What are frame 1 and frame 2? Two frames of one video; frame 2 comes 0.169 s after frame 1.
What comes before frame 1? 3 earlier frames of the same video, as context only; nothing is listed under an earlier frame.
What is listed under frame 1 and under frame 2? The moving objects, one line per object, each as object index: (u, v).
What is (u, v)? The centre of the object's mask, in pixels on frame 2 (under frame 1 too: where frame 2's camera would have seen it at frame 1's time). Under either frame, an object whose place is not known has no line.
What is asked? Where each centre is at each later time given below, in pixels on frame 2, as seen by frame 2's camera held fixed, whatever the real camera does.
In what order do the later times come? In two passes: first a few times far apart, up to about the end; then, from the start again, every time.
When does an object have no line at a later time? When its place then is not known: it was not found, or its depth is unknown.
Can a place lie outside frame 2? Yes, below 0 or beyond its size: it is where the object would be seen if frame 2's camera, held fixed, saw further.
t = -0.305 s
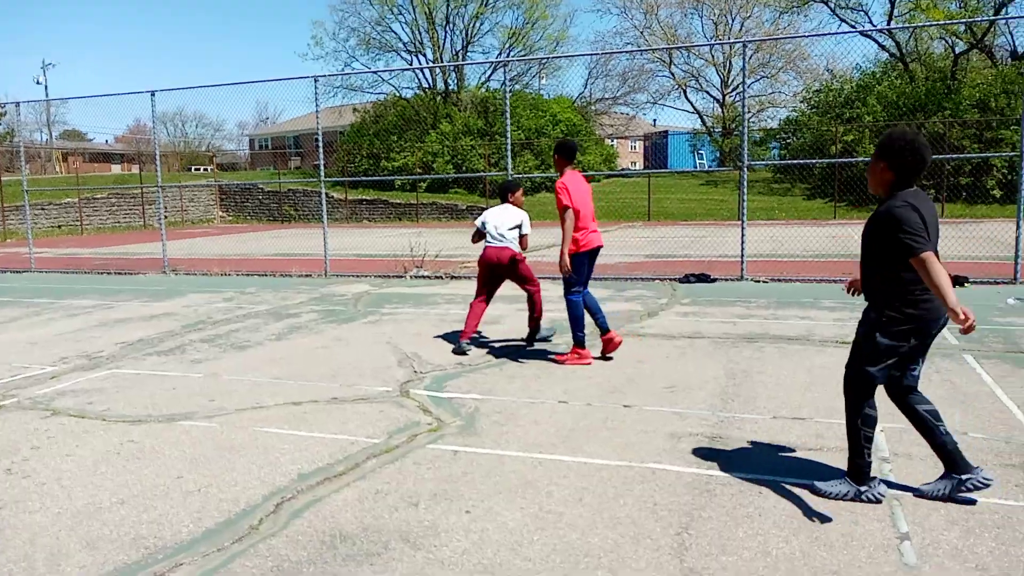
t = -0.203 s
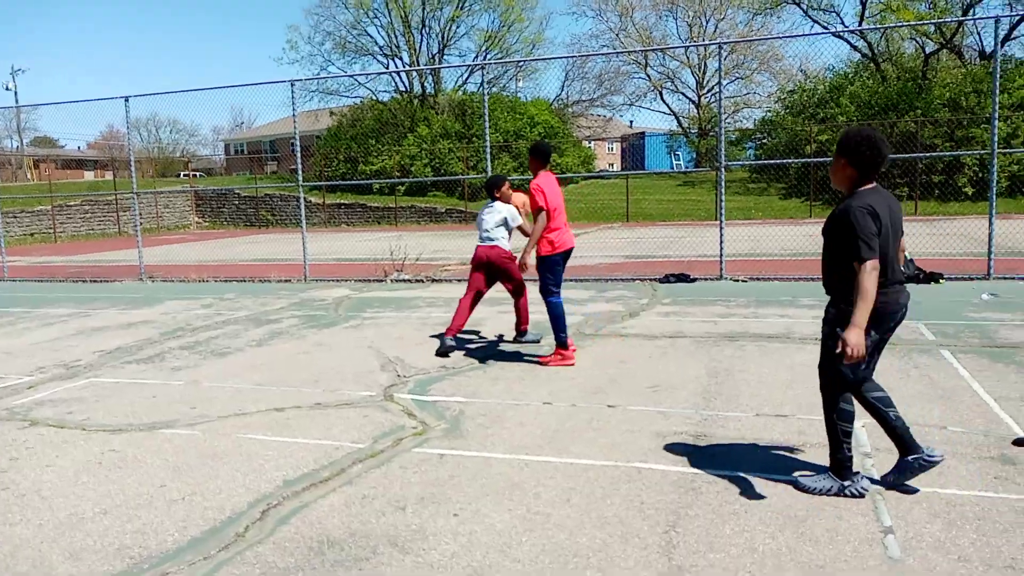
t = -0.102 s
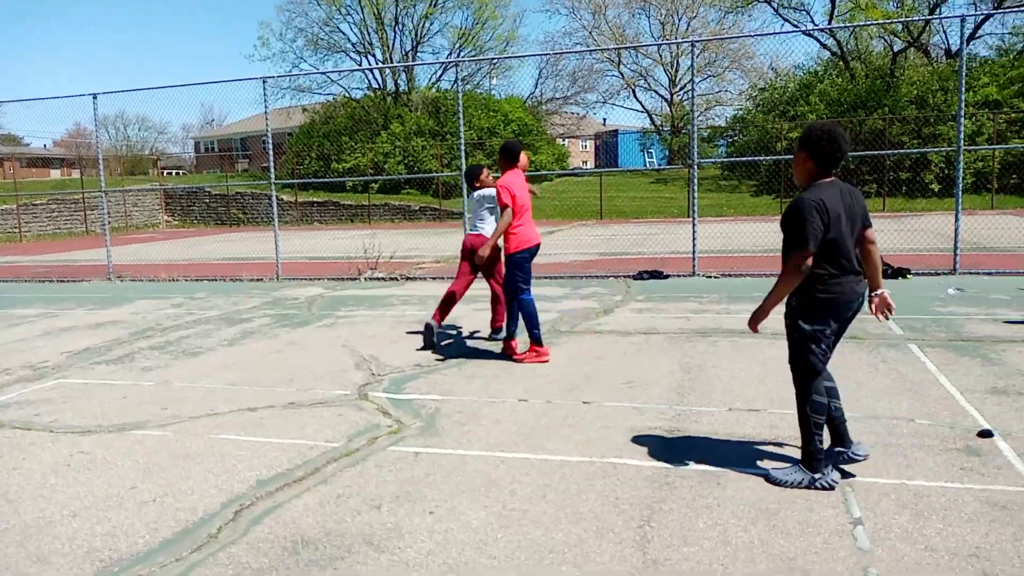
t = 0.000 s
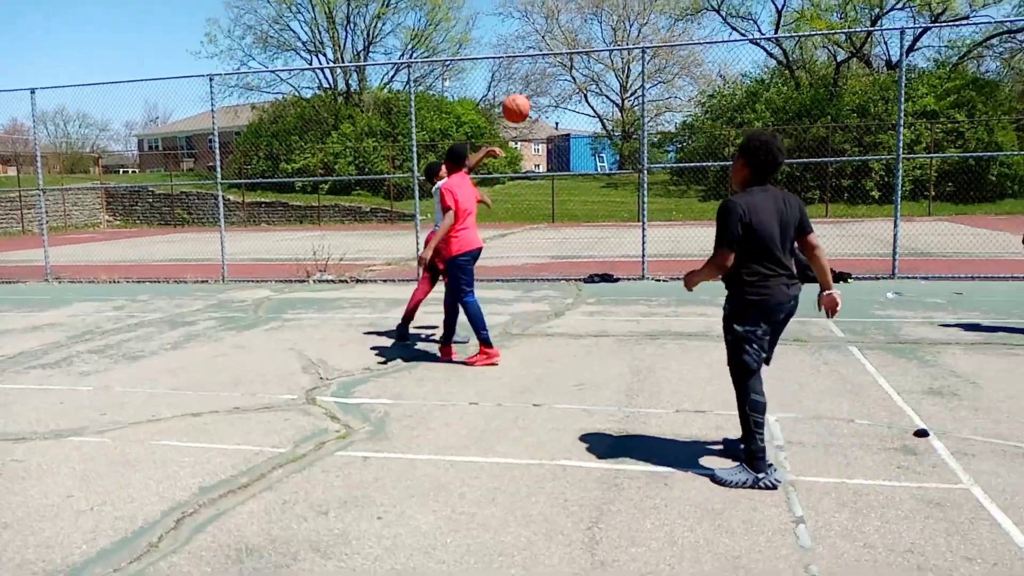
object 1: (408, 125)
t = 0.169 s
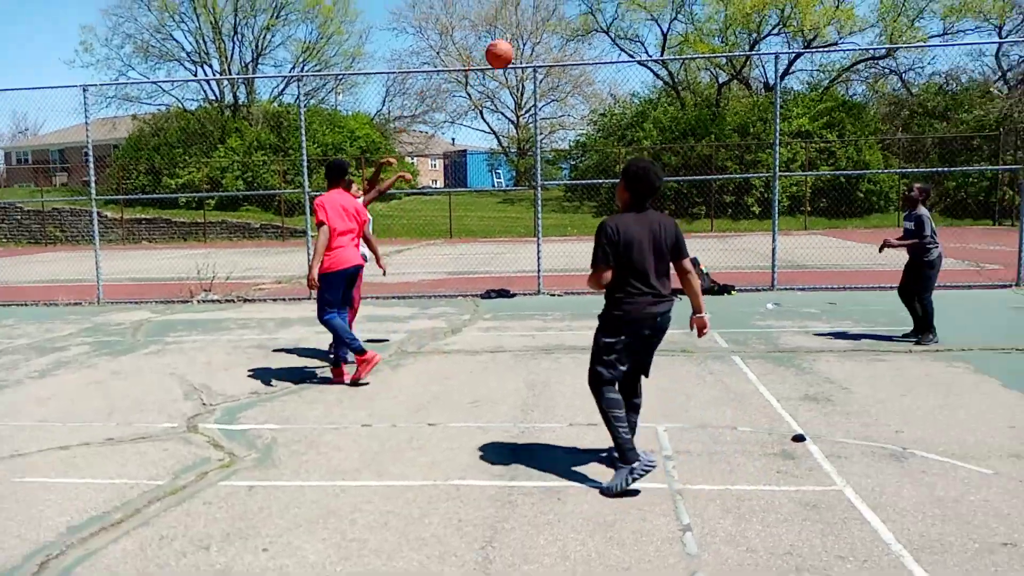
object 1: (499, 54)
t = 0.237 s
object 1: (534, 35)
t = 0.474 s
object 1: (656, 14)
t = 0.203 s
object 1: (517, 44)
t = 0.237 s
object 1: (534, 35)
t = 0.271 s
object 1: (552, 28)
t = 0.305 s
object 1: (570, 22)
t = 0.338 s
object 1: (587, 18)
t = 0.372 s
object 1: (605, 15)
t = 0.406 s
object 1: (622, 13)
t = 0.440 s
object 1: (640, 13)
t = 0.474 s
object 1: (656, 14)
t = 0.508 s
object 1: (672, 16)
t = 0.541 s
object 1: (689, 20)
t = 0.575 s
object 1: (706, 25)
